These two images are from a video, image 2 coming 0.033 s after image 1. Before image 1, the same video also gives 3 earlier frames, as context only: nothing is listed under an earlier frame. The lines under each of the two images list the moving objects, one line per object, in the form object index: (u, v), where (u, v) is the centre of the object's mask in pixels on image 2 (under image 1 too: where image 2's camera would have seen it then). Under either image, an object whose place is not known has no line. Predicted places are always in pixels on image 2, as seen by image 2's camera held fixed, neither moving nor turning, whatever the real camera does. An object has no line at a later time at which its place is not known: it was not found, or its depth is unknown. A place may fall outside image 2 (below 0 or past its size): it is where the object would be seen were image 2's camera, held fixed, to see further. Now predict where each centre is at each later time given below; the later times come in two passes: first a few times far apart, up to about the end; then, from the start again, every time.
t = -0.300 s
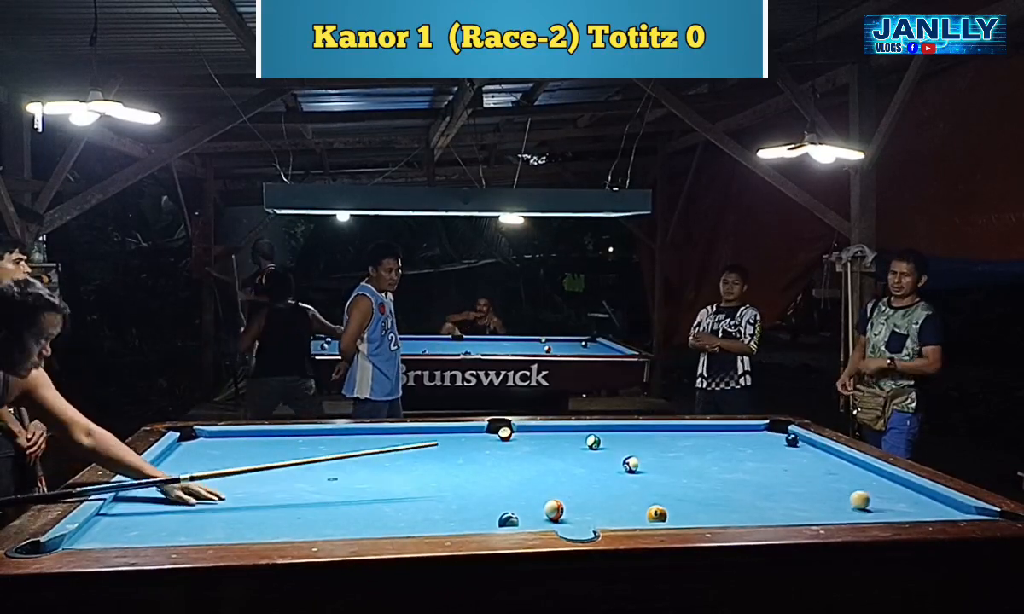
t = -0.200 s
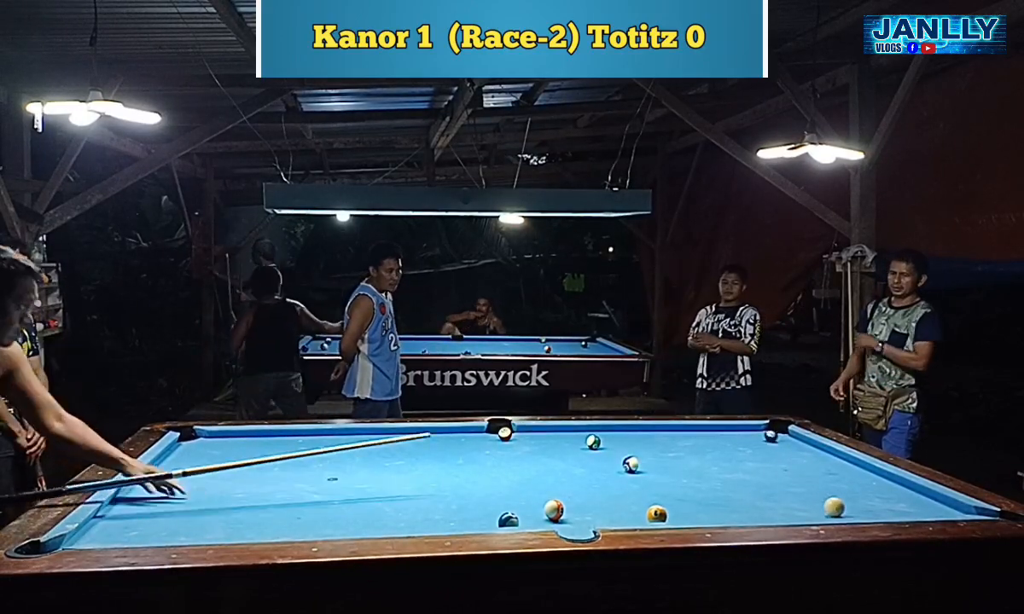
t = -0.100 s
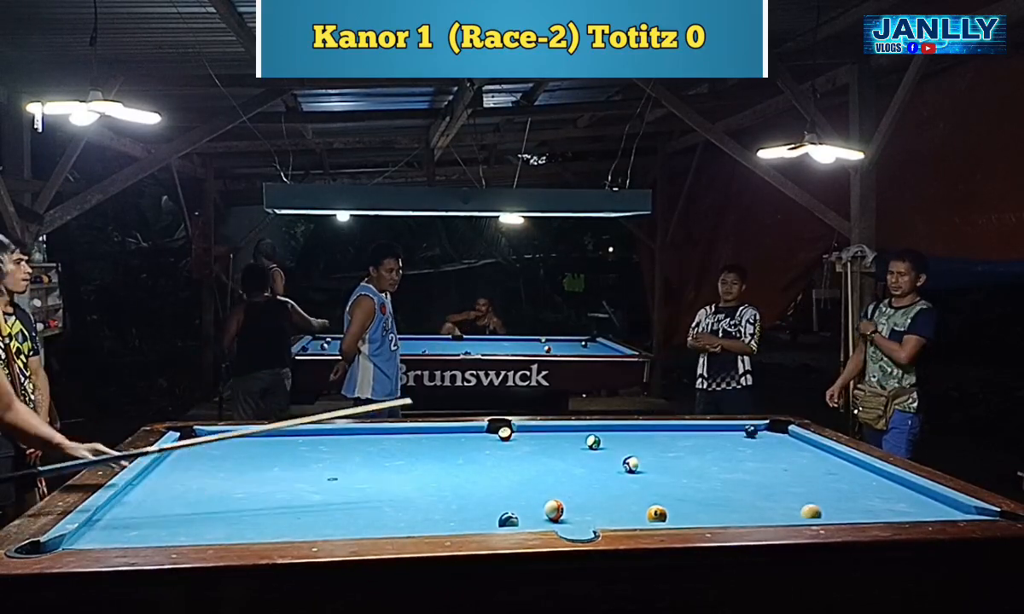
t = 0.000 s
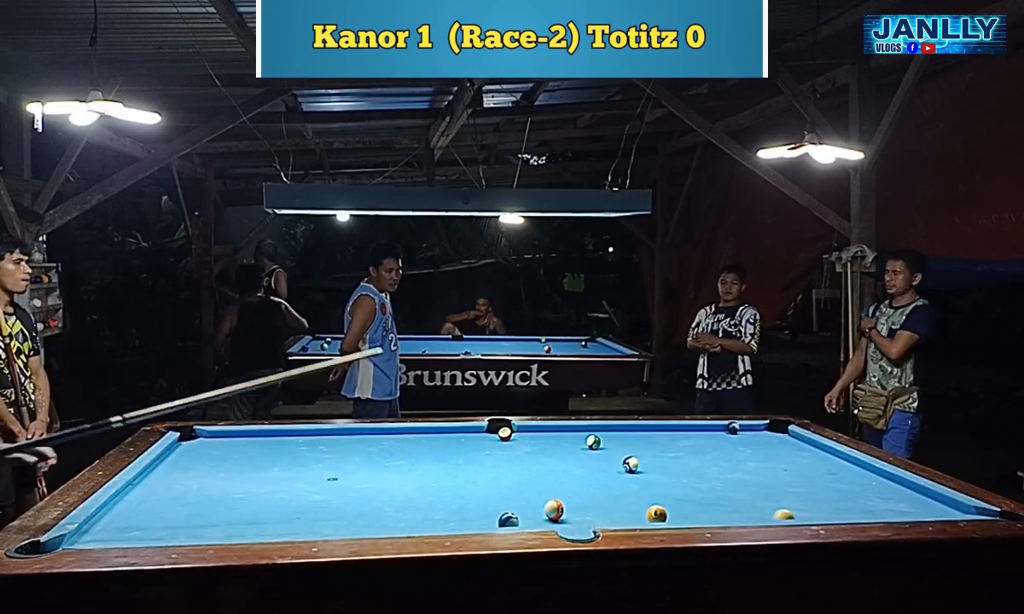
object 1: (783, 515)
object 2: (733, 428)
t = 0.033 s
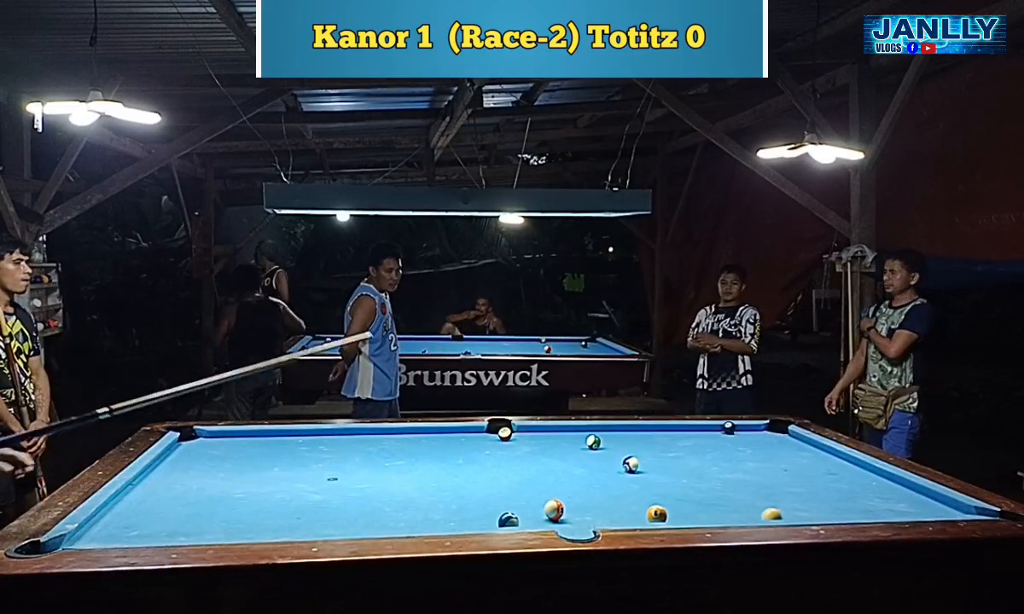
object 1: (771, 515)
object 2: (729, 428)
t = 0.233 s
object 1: (702, 512)
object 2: (715, 432)
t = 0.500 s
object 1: (615, 507)
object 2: (695, 438)
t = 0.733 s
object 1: (541, 500)
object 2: (678, 442)
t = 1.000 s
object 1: (465, 496)
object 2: (657, 447)
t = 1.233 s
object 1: (400, 492)
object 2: (639, 452)
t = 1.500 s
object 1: (329, 488)
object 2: (617, 458)
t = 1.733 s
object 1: (270, 484)
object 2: (599, 463)
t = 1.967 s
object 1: (214, 481)
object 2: (580, 468)
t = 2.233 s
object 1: (153, 477)
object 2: (558, 474)
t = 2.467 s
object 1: (174, 471)
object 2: (539, 480)
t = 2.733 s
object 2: (516, 486)
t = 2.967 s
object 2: (497, 492)
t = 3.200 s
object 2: (478, 497)
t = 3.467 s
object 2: (456, 504)
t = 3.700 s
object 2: (437, 509)
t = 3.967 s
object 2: (417, 515)
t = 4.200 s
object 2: (400, 519)
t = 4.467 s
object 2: (382, 523)
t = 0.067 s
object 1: (760, 514)
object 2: (727, 429)
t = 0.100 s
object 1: (748, 514)
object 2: (725, 430)
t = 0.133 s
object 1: (736, 513)
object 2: (722, 431)
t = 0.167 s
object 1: (725, 513)
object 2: (719, 431)
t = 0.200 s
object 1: (713, 512)
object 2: (717, 431)
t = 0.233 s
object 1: (702, 512)
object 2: (715, 432)
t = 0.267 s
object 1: (690, 511)
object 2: (713, 433)
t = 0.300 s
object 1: (679, 511)
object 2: (710, 433)
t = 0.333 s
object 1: (670, 509)
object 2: (707, 434)
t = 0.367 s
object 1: (659, 504)
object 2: (705, 435)
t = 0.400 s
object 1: (644, 507)
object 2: (703, 435)
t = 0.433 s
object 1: (636, 508)
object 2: (700, 436)
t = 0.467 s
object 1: (625, 507)
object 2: (698, 437)
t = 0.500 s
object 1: (615, 507)
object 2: (695, 438)
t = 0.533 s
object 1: (604, 506)
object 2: (693, 438)
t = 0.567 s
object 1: (594, 505)
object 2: (690, 439)
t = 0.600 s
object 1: (584, 504)
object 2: (687, 440)
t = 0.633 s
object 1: (574, 503)
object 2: (685, 440)
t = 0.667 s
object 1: (565, 501)
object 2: (683, 441)
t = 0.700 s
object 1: (552, 497)
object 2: (680, 442)
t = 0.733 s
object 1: (541, 500)
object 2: (678, 442)
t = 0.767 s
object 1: (533, 500)
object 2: (675, 443)
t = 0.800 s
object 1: (523, 500)
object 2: (672, 443)
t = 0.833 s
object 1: (513, 499)
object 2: (670, 444)
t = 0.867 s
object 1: (503, 498)
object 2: (667, 445)
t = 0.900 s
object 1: (494, 498)
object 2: (665, 445)
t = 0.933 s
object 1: (484, 497)
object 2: (662, 446)
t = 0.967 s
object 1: (474, 497)
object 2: (659, 447)
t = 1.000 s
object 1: (465, 496)
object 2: (657, 447)
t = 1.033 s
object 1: (455, 495)
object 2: (654, 448)
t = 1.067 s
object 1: (446, 495)
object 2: (652, 448)
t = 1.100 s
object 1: (437, 494)
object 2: (649, 449)
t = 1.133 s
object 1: (428, 493)
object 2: (646, 450)
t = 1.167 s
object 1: (418, 493)
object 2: (644, 451)
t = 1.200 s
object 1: (409, 492)
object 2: (641, 452)
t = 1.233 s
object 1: (400, 492)
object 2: (639, 452)
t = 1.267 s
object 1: (391, 491)
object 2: (636, 452)
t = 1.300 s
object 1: (382, 491)
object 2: (634, 452)
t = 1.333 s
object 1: (373, 490)
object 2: (630, 452)
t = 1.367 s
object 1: (364, 490)
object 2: (627, 453)
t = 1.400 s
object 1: (355, 489)
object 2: (624, 454)
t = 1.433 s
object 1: (347, 489)
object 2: (622, 455)
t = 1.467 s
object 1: (338, 488)
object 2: (620, 457)
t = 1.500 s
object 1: (329, 488)
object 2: (617, 458)
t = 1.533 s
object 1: (321, 487)
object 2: (615, 459)
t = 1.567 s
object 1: (312, 487)
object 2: (612, 459)
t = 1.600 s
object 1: (303, 486)
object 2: (609, 460)
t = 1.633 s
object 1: (295, 486)
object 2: (607, 461)
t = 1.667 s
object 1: (287, 485)
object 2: (604, 461)
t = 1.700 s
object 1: (279, 484)
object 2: (602, 462)
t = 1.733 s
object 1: (270, 484)
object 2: (599, 463)
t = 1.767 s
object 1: (262, 483)
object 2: (597, 464)
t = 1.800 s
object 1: (254, 483)
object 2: (594, 465)
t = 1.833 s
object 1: (246, 483)
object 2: (591, 465)
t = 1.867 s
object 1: (238, 482)
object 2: (588, 466)
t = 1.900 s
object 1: (230, 481)
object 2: (586, 467)
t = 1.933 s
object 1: (222, 481)
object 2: (583, 468)
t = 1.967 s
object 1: (214, 481)
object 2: (580, 468)
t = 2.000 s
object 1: (206, 480)
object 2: (577, 469)
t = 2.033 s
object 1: (198, 480)
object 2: (575, 470)
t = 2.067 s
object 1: (190, 479)
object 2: (572, 471)
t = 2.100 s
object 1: (183, 479)
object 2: (569, 471)
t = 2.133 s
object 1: (175, 478)
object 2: (566, 472)
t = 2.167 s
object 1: (168, 478)
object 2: (564, 473)
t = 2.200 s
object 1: (160, 477)
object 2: (561, 473)
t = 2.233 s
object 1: (153, 477)
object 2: (558, 474)
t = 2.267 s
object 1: (145, 477)
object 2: (556, 475)
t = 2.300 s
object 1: (149, 475)
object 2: (553, 476)
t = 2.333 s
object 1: (154, 475)
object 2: (550, 476)
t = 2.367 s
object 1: (159, 474)
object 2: (547, 478)
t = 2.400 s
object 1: (164, 473)
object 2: (544, 478)
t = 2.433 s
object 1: (169, 472)
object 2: (542, 479)
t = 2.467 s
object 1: (174, 471)
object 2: (539, 480)
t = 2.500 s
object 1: (178, 470)
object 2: (536, 480)
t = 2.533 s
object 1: (183, 469)
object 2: (533, 481)
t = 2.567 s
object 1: (188, 468)
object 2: (530, 482)
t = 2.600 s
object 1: (192, 467)
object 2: (528, 483)
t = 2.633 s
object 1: (196, 466)
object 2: (525, 484)
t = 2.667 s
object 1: (201, 465)
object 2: (522, 485)
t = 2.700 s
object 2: (519, 485)
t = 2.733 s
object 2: (516, 486)
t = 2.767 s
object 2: (514, 487)
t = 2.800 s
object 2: (511, 488)
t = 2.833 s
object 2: (508, 489)
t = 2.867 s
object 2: (505, 489)
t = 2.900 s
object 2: (503, 490)
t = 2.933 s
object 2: (500, 491)
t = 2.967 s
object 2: (497, 492)
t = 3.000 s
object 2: (494, 493)
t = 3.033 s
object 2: (492, 493)
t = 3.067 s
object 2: (489, 494)
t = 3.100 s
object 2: (486, 495)
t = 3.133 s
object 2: (483, 496)
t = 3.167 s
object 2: (481, 497)
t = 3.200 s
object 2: (478, 497)
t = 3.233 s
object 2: (475, 498)
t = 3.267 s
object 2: (472, 499)
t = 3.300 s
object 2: (469, 500)
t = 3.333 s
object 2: (467, 501)
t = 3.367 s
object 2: (464, 501)
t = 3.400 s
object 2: (461, 502)
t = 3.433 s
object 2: (459, 503)
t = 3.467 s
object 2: (456, 504)
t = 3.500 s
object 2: (453, 504)
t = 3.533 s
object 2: (450, 505)
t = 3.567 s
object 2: (448, 506)
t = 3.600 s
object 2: (445, 507)
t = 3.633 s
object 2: (442, 507)
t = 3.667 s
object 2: (440, 508)
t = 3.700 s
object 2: (437, 509)
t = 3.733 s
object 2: (434, 510)
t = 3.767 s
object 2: (432, 511)
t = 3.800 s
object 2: (429, 511)
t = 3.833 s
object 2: (427, 512)
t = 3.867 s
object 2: (424, 513)
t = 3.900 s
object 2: (422, 514)
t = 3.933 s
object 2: (419, 515)
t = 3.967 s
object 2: (417, 515)
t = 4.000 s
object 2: (414, 516)
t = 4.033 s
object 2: (412, 517)
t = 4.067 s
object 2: (409, 517)
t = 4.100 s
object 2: (407, 518)
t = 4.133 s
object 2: (404, 518)
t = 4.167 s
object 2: (402, 519)
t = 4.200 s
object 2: (400, 519)
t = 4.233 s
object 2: (397, 520)
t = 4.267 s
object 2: (395, 520)
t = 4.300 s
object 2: (393, 521)
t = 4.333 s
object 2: (391, 521)
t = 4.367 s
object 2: (389, 522)
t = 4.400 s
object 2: (386, 523)
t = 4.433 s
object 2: (384, 523)
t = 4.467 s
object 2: (382, 523)
